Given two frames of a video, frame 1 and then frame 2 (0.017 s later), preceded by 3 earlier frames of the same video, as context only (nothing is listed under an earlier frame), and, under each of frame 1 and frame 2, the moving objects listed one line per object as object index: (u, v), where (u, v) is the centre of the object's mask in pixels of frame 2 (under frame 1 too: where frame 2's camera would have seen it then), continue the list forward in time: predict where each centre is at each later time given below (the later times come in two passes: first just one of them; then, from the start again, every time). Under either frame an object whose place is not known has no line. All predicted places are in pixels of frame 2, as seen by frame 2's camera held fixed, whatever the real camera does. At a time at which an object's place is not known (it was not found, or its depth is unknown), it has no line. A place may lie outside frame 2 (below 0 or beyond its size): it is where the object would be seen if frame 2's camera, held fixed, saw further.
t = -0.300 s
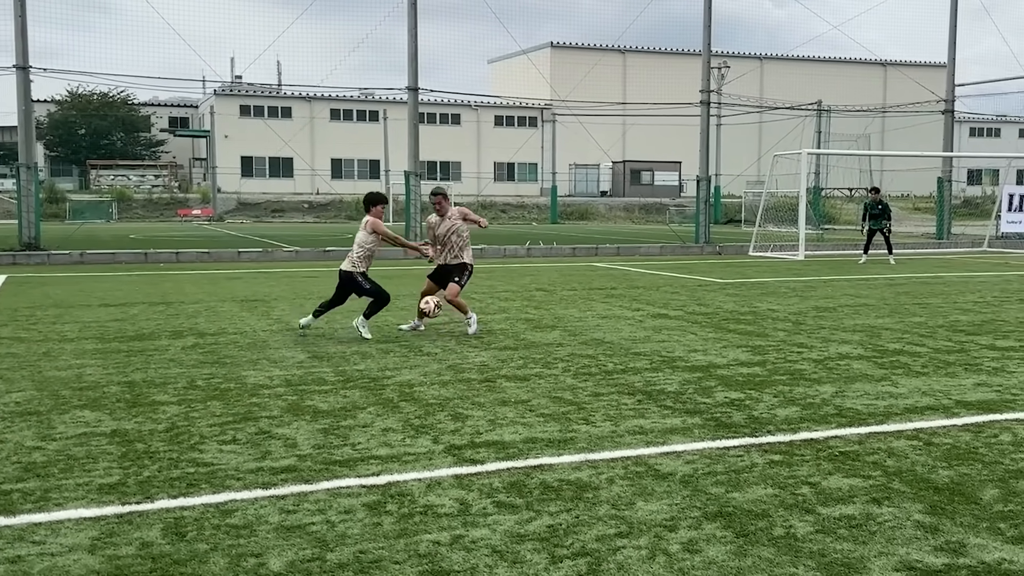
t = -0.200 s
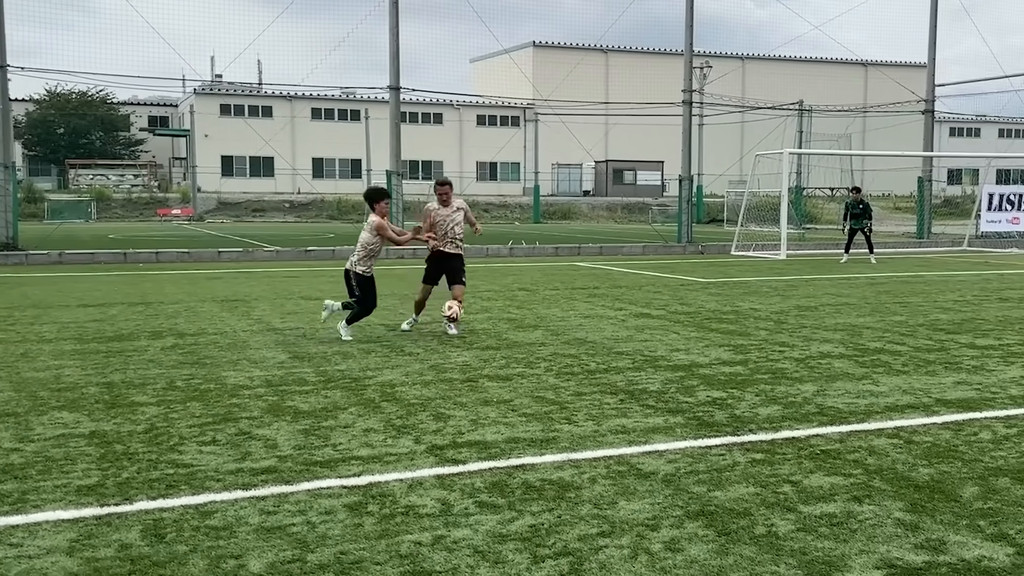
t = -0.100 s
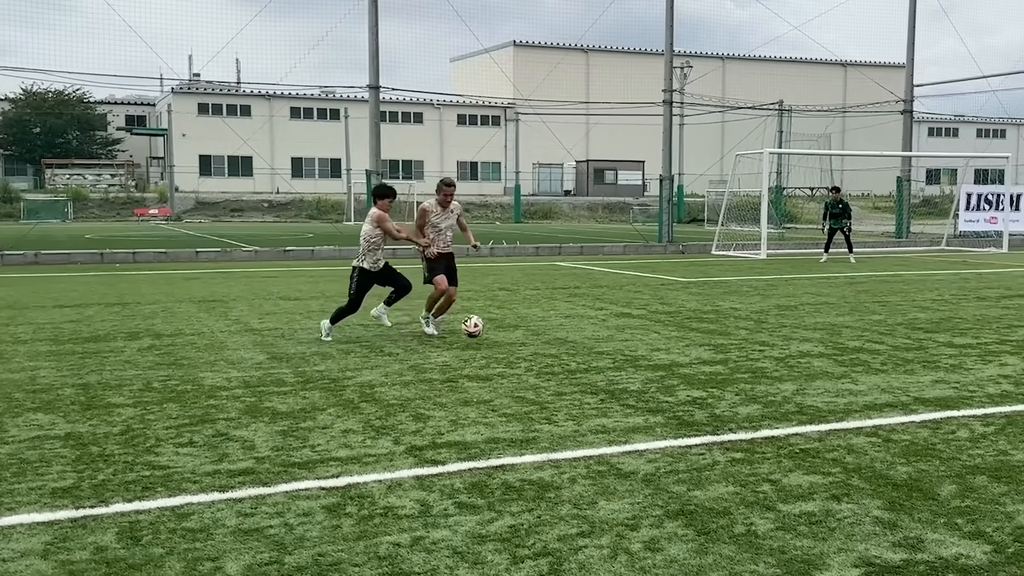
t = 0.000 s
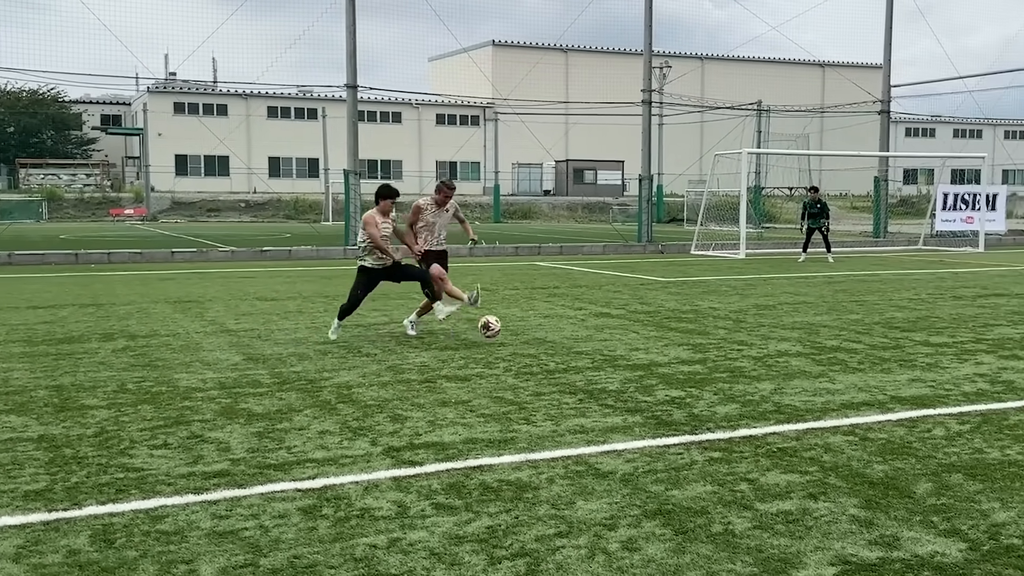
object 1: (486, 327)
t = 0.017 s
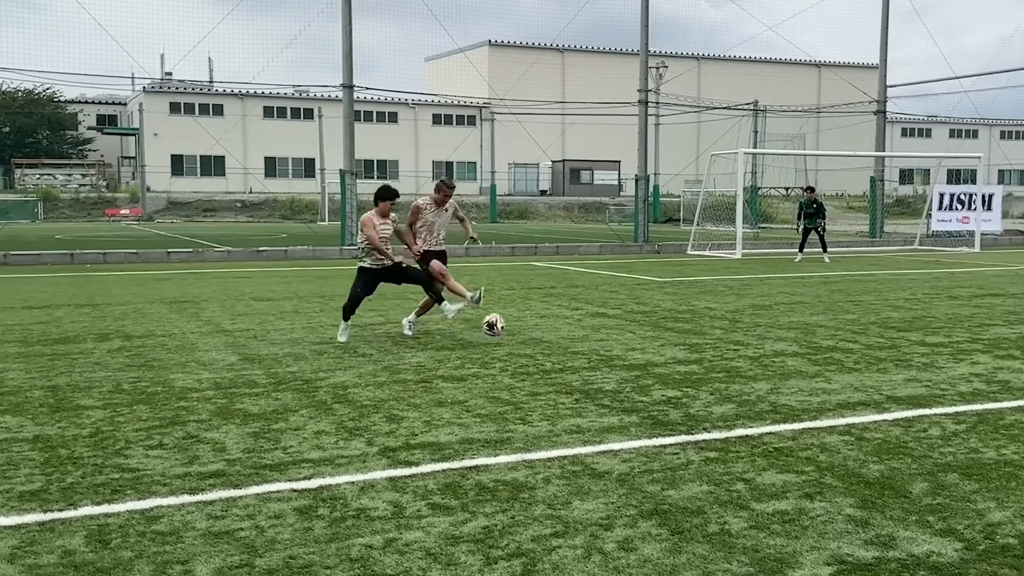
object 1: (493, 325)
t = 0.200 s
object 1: (574, 324)
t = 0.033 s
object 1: (501, 323)
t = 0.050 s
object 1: (509, 322)
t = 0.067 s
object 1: (515, 321)
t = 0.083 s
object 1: (522, 321)
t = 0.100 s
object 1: (530, 320)
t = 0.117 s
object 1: (537, 320)
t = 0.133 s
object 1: (545, 320)
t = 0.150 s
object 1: (552, 321)
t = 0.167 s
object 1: (560, 322)
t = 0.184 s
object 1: (567, 323)
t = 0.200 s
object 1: (574, 324)
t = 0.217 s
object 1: (582, 326)
